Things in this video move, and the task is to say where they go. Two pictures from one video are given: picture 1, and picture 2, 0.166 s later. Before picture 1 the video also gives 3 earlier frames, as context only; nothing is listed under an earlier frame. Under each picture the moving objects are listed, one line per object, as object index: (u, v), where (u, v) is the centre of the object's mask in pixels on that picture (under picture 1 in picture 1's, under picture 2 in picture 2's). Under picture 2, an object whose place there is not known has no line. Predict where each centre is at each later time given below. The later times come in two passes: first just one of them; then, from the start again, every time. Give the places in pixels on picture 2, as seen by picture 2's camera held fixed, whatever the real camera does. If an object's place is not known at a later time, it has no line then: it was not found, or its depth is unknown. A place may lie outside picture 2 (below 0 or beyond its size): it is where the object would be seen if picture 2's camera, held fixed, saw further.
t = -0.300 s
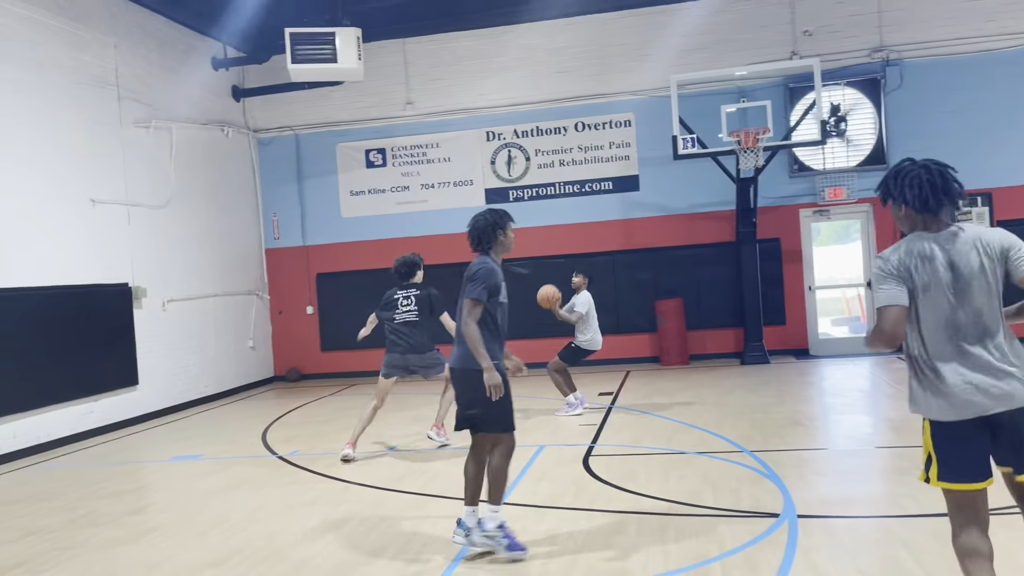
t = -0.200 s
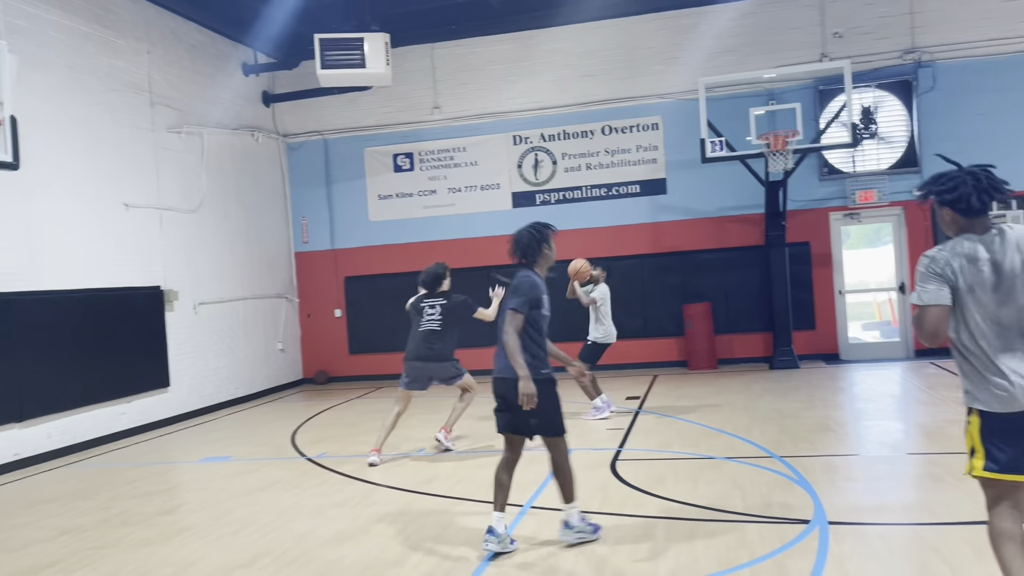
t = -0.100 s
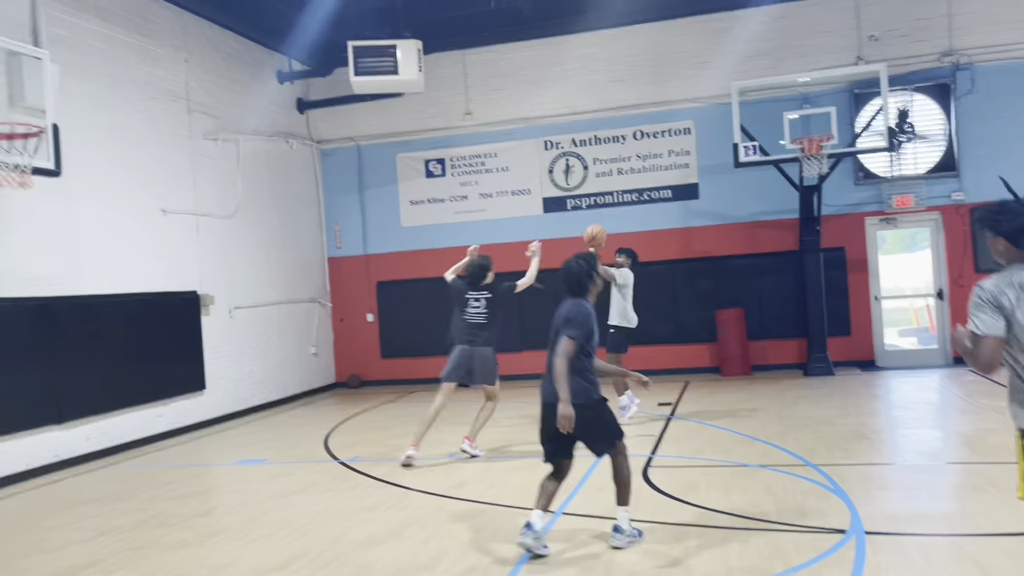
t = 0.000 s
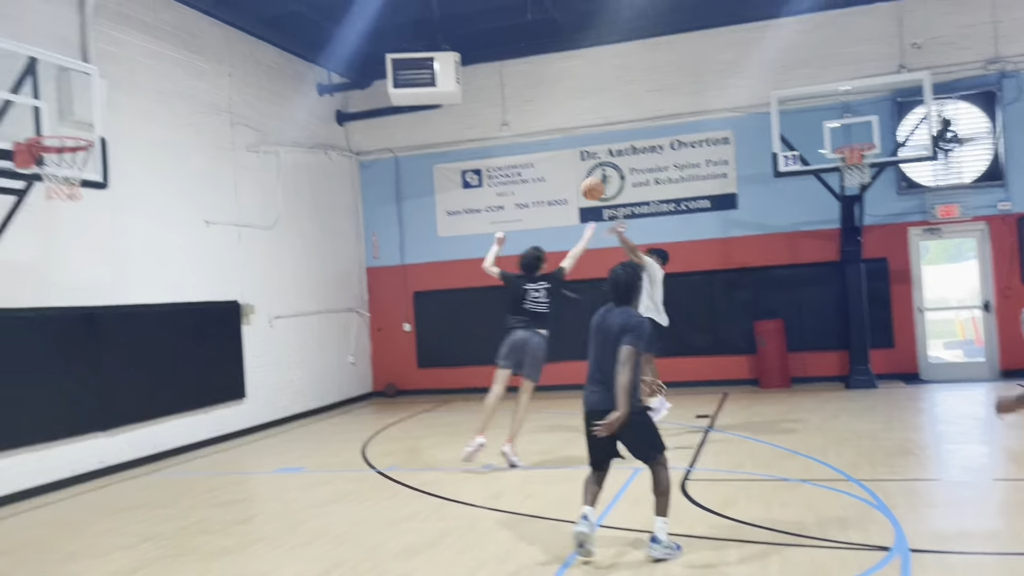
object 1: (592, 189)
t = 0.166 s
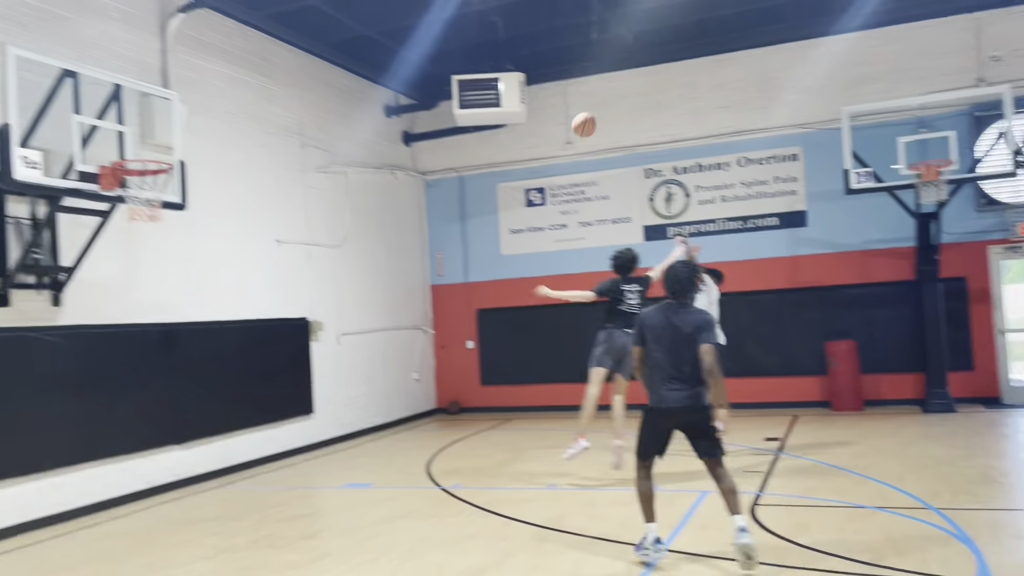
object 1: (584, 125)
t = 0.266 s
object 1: (540, 87)
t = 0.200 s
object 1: (569, 112)
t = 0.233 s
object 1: (555, 99)
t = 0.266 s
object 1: (540, 87)
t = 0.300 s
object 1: (526, 77)
